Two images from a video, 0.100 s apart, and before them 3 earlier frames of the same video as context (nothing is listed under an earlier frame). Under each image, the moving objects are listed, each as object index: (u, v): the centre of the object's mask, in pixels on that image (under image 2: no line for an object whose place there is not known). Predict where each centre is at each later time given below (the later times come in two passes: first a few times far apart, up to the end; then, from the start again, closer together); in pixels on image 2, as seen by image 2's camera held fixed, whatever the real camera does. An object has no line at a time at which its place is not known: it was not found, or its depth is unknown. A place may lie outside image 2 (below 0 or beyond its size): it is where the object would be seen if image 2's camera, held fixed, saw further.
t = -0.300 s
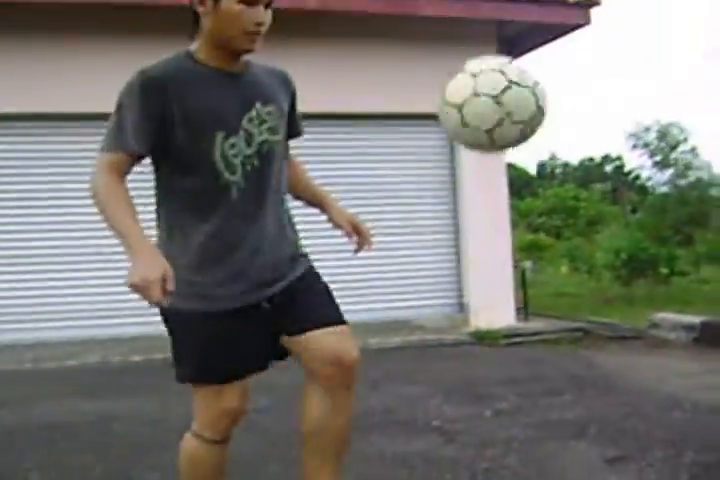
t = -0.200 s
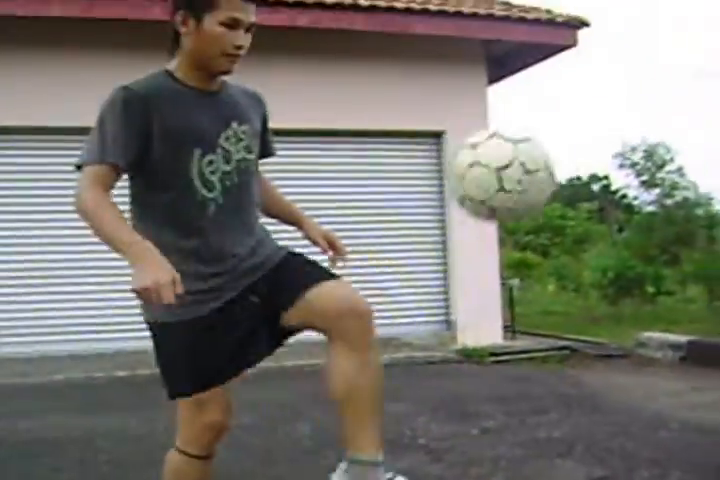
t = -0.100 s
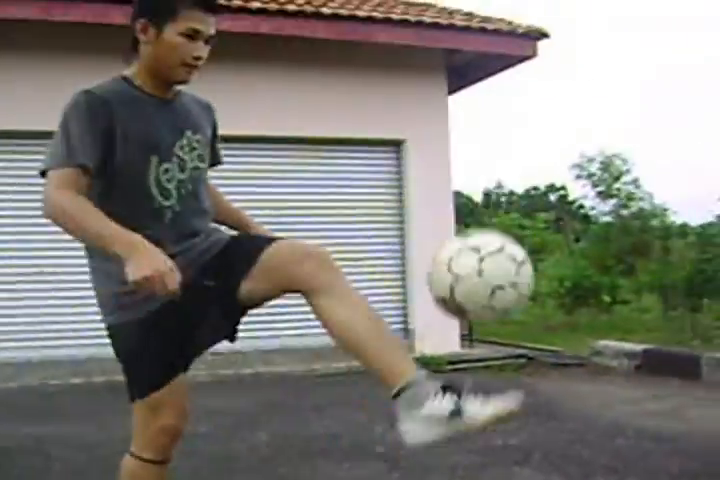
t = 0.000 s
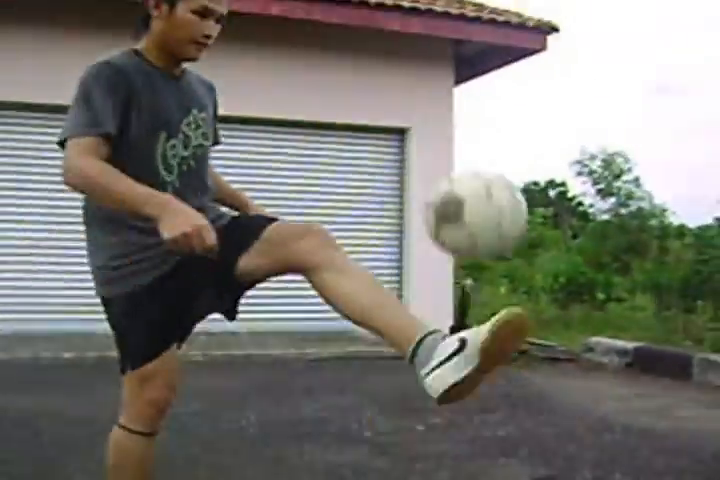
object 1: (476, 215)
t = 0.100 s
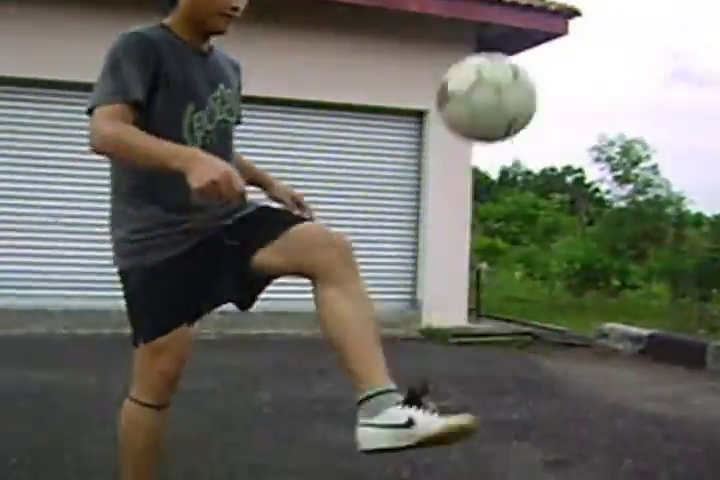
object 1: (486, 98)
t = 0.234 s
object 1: (472, 56)
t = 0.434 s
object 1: (448, 94)
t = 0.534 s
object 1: (433, 179)
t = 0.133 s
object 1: (483, 75)
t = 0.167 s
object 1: (479, 59)
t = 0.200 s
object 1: (476, 56)
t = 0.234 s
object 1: (472, 56)
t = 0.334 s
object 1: (460, 54)
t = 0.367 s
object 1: (457, 60)
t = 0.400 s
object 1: (453, 75)
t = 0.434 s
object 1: (448, 94)
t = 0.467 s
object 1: (443, 119)
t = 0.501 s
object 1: (438, 146)
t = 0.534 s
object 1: (433, 179)
